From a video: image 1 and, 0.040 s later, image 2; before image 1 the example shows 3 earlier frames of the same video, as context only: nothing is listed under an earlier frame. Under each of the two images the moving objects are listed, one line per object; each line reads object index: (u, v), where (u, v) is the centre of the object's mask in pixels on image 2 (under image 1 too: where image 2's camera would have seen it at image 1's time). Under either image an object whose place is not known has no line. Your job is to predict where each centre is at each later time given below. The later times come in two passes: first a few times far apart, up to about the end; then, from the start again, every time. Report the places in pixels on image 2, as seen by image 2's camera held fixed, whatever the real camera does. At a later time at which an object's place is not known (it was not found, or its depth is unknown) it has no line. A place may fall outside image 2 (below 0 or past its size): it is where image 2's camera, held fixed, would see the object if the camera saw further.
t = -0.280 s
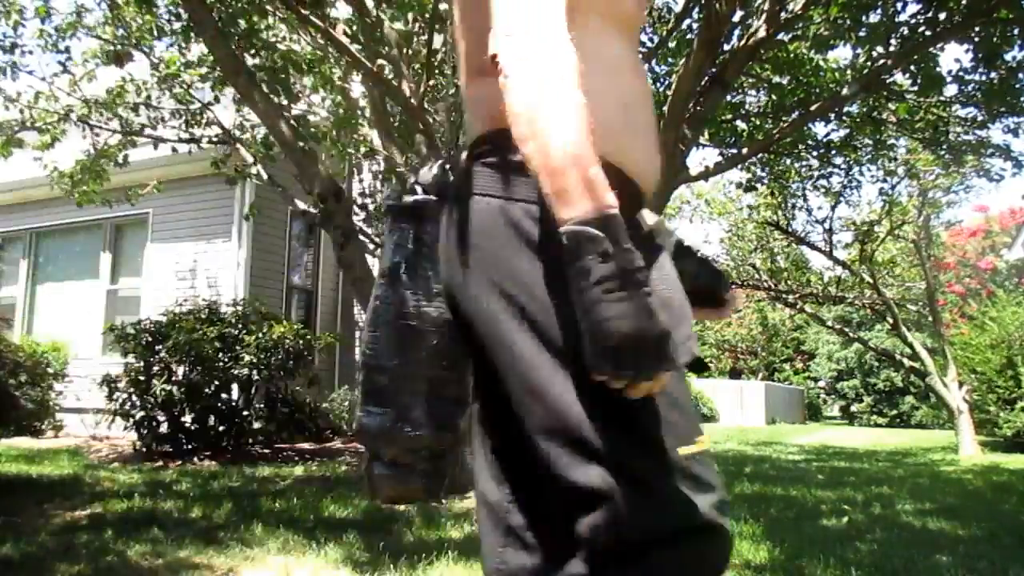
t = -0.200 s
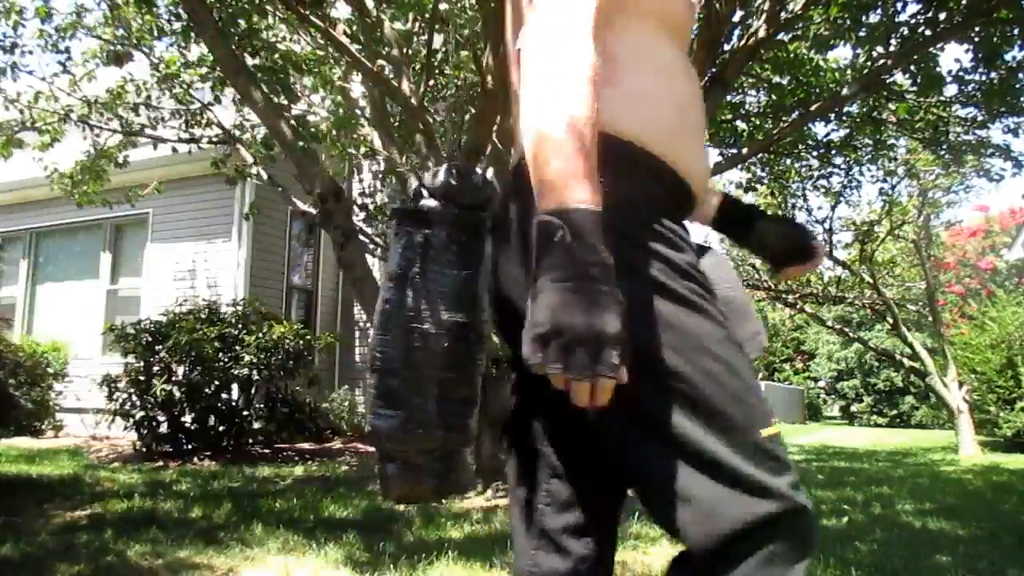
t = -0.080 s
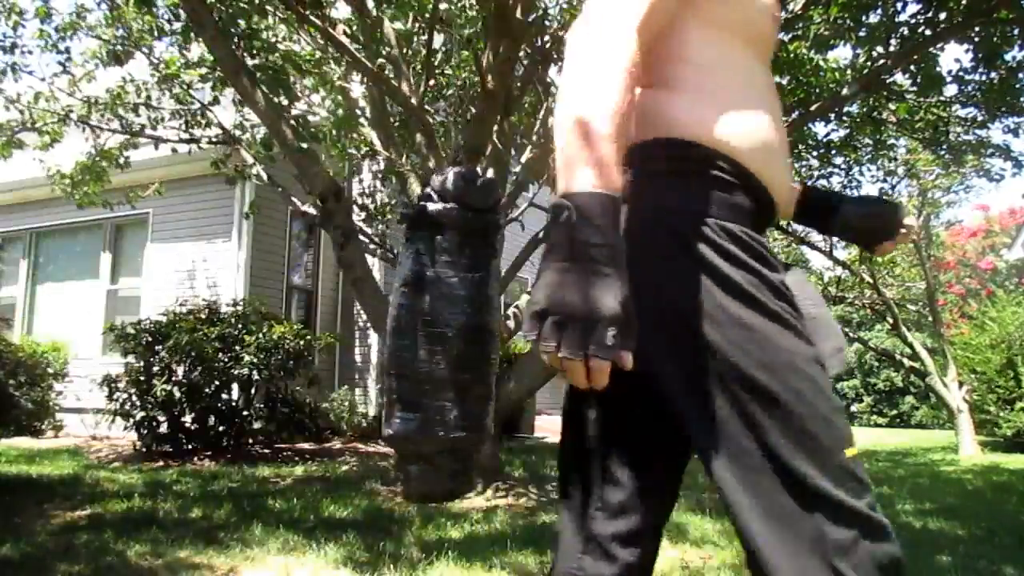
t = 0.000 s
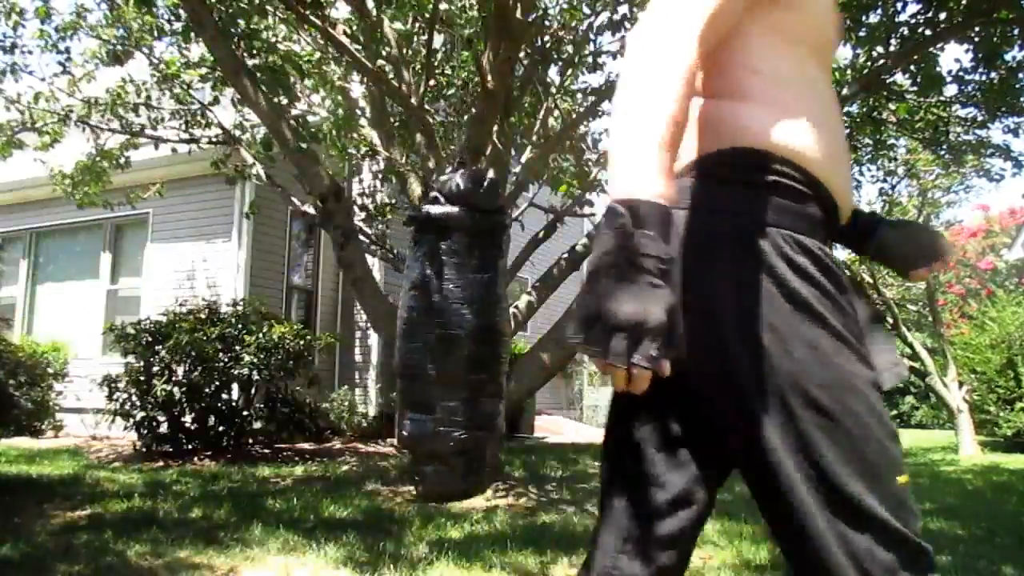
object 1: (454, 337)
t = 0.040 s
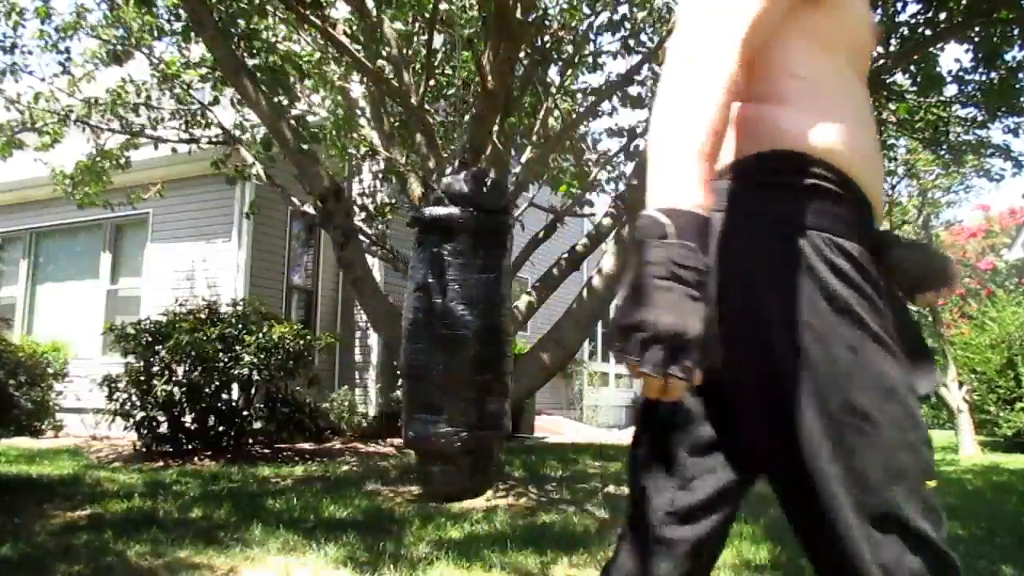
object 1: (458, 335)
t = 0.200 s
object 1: (476, 339)
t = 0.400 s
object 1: (490, 345)
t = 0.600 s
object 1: (497, 348)
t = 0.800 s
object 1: (500, 347)
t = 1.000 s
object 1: (497, 346)
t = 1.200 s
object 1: (487, 340)
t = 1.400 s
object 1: (465, 331)
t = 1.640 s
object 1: (436, 327)
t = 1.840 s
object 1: (416, 324)
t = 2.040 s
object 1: (410, 324)
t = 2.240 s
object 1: (412, 328)
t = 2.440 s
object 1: (427, 332)
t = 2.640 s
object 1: (452, 338)
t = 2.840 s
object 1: (473, 339)
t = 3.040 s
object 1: (488, 346)
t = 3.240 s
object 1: (497, 348)
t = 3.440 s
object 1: (500, 347)
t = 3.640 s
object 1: (496, 347)
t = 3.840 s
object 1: (486, 343)
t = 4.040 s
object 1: (467, 335)
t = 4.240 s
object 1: (444, 331)
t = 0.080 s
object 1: (463, 336)
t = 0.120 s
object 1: (467, 337)
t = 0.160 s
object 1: (471, 337)
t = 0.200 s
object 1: (476, 339)
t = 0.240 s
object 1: (479, 340)
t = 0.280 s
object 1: (482, 342)
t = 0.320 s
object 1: (485, 343)
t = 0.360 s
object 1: (488, 345)
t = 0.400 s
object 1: (490, 345)
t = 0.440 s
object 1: (491, 347)
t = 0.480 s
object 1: (493, 347)
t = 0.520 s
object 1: (494, 347)
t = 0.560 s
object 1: (497, 348)
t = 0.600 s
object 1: (497, 348)
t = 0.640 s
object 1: (498, 348)
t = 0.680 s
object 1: (499, 348)
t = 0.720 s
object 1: (500, 347)
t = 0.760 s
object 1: (500, 347)
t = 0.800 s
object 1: (500, 347)
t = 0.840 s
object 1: (500, 346)
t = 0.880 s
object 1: (499, 346)
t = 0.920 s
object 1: (499, 346)
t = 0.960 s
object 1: (498, 346)
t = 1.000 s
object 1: (497, 346)
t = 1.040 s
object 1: (495, 345)
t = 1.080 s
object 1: (494, 344)
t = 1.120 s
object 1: (492, 344)
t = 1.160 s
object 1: (490, 342)
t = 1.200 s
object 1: (487, 340)
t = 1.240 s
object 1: (483, 339)
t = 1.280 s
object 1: (479, 337)
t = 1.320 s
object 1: (476, 336)
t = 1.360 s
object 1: (470, 334)
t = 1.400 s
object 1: (465, 331)
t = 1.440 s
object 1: (458, 329)
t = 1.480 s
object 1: (455, 328)
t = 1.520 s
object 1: (449, 328)
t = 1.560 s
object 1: (445, 328)
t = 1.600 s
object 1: (440, 327)
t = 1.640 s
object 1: (436, 327)
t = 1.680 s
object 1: (431, 327)
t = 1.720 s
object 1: (427, 325)
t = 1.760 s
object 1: (422, 324)
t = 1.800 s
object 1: (419, 324)
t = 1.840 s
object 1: (416, 324)
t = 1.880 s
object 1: (414, 326)
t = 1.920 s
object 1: (412, 328)
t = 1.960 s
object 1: (415, 336)
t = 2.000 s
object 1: (410, 325)
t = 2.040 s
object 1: (410, 324)
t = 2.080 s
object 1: (410, 325)
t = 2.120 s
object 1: (410, 324)
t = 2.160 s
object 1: (410, 324)
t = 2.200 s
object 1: (411, 327)
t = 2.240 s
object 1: (412, 328)
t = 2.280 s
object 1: (415, 328)
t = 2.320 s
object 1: (418, 330)
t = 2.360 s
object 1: (421, 329)
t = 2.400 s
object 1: (424, 330)
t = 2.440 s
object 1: (427, 332)
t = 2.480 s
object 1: (432, 335)
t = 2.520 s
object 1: (436, 336)
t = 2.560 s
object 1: (443, 341)
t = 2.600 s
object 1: (447, 340)
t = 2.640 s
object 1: (452, 338)
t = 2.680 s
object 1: (456, 337)
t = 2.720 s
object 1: (460, 337)
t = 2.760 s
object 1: (465, 337)
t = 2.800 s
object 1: (469, 338)
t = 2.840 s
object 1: (473, 339)
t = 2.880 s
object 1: (477, 340)
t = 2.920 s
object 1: (480, 342)
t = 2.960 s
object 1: (483, 344)
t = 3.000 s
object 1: (485, 345)
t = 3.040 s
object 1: (488, 346)
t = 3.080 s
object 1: (491, 346)
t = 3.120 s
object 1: (493, 346)
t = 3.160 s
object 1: (494, 347)
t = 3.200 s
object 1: (496, 348)
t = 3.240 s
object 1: (497, 348)
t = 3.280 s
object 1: (498, 348)
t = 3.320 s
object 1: (499, 348)
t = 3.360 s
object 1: (499, 348)
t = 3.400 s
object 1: (499, 347)
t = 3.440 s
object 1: (500, 347)
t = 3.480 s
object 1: (500, 348)
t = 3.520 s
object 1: (499, 348)
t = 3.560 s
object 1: (499, 348)
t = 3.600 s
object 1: (497, 348)
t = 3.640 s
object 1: (496, 347)
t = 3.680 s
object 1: (494, 347)
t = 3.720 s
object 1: (492, 346)
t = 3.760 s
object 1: (490, 346)
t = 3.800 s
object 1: (488, 345)
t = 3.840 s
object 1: (486, 343)
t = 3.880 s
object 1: (483, 341)
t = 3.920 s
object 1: (479, 339)
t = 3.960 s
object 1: (476, 337)
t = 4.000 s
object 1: (471, 336)
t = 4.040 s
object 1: (467, 335)
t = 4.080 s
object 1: (462, 334)
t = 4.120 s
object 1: (456, 334)
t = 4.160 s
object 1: (452, 333)
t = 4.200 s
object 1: (448, 332)
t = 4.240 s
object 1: (444, 331)
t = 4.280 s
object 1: (439, 330)
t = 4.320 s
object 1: (434, 329)
